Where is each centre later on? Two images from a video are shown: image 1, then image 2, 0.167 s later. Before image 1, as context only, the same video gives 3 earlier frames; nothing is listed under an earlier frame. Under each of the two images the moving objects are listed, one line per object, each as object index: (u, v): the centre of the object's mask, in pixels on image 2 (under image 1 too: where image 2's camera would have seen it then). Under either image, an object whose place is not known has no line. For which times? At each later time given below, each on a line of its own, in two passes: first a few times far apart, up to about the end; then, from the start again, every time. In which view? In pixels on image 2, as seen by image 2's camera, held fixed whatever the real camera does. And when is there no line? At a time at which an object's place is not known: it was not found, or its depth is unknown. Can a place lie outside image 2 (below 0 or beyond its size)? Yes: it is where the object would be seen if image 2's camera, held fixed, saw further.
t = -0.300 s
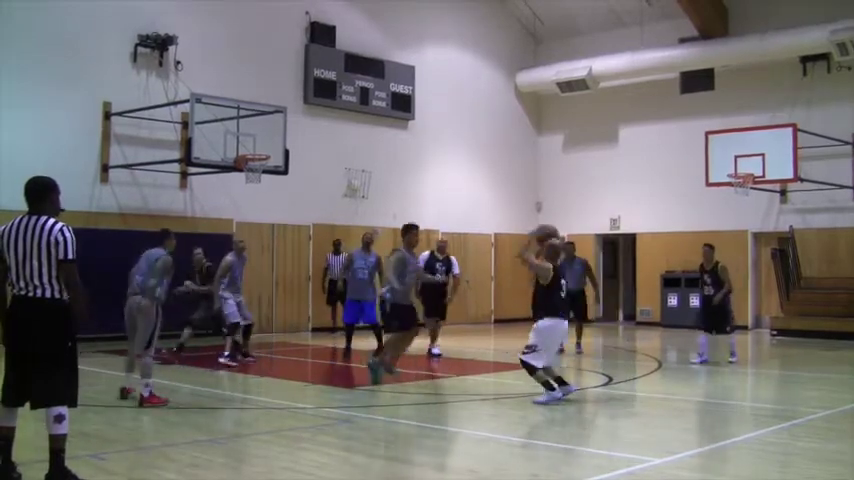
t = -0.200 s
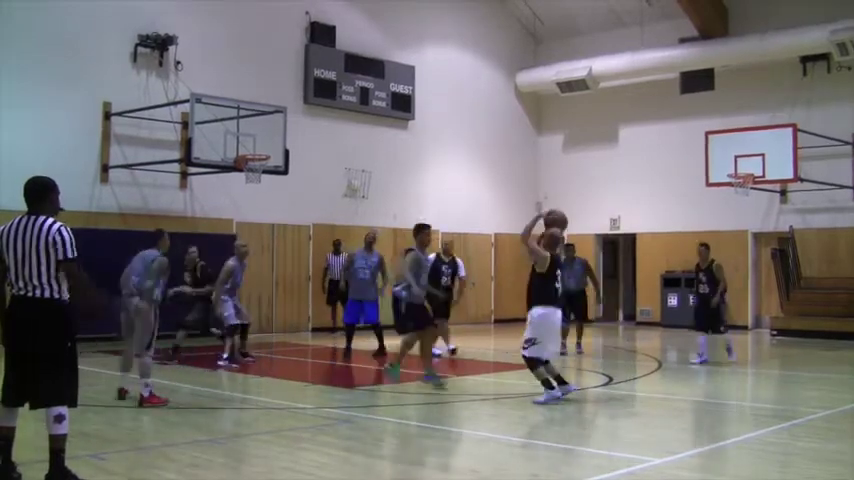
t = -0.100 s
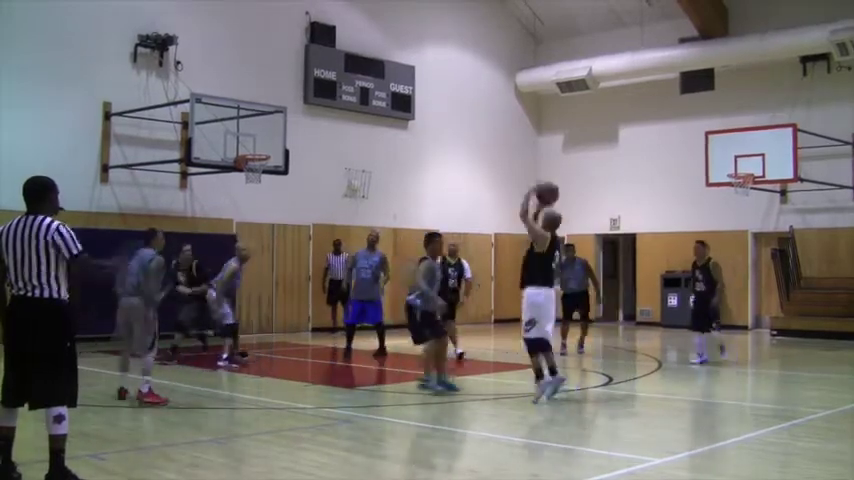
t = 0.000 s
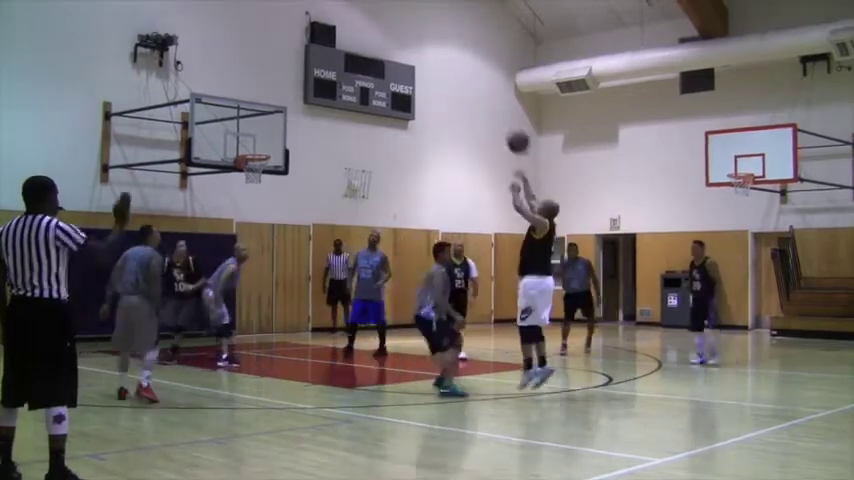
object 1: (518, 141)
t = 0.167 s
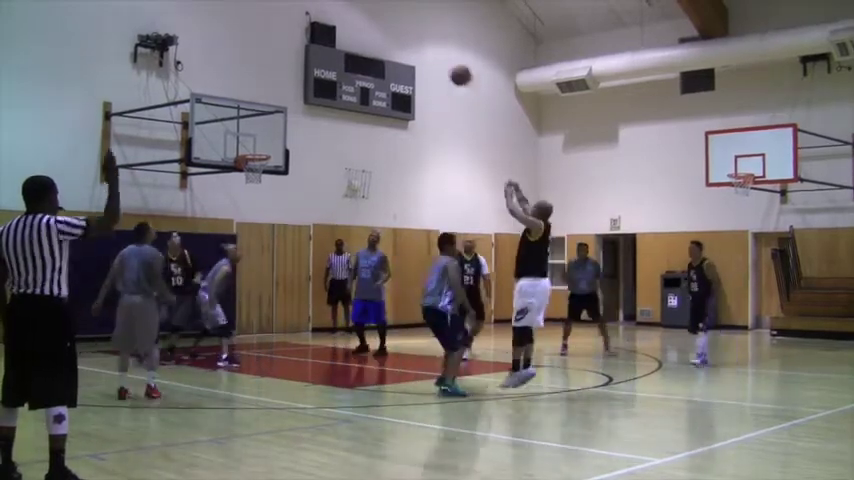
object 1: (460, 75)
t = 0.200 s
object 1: (449, 66)
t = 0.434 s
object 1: (384, 32)
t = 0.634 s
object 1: (337, 38)
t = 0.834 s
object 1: (292, 70)
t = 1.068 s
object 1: (248, 136)
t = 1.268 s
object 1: (251, 125)
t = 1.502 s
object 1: (283, 111)
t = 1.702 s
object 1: (311, 125)
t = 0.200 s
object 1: (449, 66)
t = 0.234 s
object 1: (439, 58)
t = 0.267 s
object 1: (430, 51)
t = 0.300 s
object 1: (420, 46)
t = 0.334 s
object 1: (410, 41)
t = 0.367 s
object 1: (401, 37)
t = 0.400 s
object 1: (393, 34)
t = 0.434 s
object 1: (384, 32)
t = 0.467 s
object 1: (375, 31)
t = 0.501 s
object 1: (367, 30)
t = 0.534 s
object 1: (358, 31)
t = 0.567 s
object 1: (351, 32)
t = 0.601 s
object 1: (343, 35)
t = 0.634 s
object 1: (337, 38)
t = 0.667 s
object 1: (328, 40)
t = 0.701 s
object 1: (321, 45)
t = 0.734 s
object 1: (313, 50)
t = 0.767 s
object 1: (306, 57)
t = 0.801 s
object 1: (298, 63)
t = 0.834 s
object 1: (292, 70)
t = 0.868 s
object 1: (286, 78)
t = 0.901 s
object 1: (280, 87)
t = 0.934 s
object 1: (273, 95)
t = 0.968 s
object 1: (267, 104)
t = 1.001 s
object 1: (261, 116)
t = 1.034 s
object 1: (255, 125)
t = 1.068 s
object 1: (248, 136)
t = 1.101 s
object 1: (244, 147)
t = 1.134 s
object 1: (243, 145)
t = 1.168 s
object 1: (244, 139)
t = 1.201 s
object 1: (245, 135)
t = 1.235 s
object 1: (247, 129)
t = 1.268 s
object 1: (251, 125)
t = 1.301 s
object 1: (256, 120)
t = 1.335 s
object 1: (261, 118)
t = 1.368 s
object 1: (264, 116)
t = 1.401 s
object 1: (270, 113)
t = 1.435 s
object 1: (275, 112)
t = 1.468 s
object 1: (279, 111)
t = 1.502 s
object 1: (283, 111)
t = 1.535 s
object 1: (288, 112)
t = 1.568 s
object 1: (292, 113)
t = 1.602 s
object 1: (297, 115)
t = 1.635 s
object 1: (302, 118)
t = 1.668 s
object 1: (306, 121)
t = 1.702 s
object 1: (311, 125)
